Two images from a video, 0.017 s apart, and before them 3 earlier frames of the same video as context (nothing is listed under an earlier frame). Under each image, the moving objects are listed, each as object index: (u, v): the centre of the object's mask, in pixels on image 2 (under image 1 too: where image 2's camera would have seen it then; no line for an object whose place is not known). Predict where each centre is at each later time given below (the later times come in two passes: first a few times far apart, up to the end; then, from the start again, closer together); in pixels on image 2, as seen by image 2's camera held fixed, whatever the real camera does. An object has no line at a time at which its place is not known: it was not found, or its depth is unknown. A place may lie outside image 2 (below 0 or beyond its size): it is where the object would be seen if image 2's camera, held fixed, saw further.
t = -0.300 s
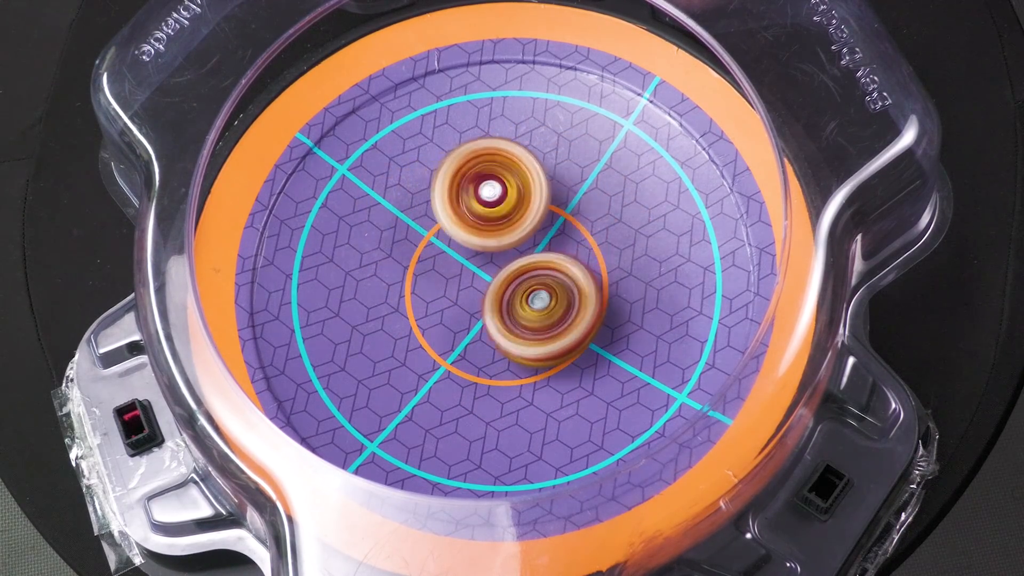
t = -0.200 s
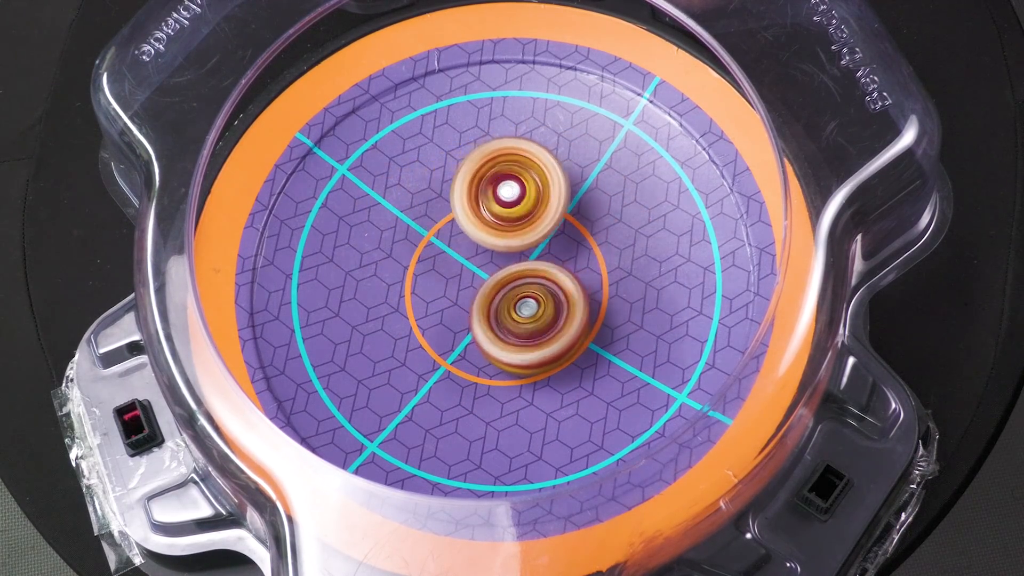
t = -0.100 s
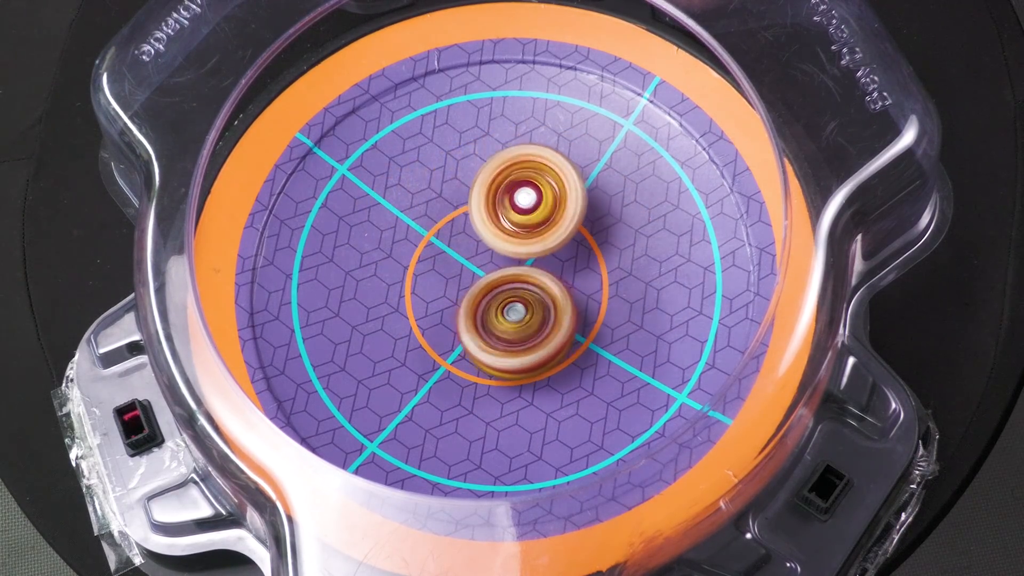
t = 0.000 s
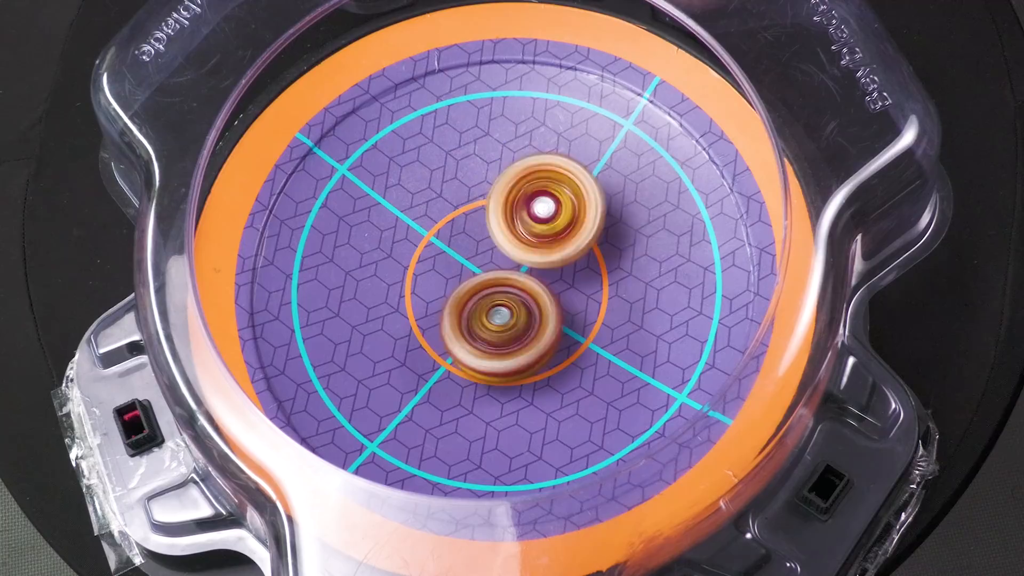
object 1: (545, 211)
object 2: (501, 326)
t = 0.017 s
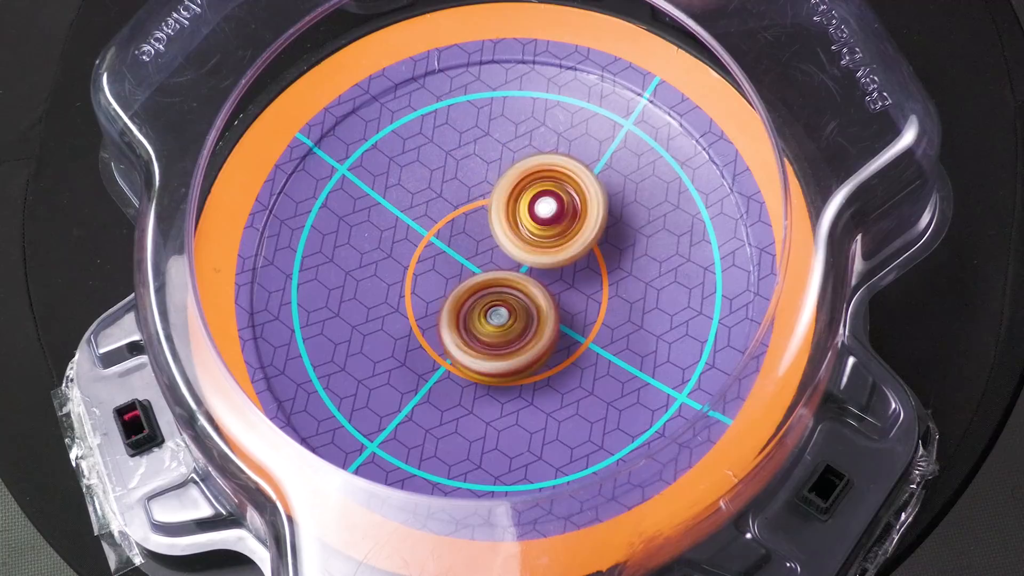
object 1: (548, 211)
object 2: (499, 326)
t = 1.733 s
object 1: (444, 281)
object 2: (574, 250)
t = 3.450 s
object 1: (494, 319)
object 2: (508, 199)
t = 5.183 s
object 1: (560, 254)
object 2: (433, 243)
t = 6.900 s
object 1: (520, 238)
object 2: (448, 332)
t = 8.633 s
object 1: (450, 237)
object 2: (493, 371)
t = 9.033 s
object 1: (486, 205)
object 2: (403, 276)
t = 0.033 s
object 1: (551, 210)
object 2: (496, 326)
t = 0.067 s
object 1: (556, 211)
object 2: (490, 326)
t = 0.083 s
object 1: (559, 211)
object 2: (488, 326)
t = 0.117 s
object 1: (563, 213)
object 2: (483, 324)
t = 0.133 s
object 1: (565, 214)
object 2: (481, 323)
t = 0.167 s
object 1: (568, 216)
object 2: (477, 321)
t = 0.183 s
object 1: (569, 218)
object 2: (474, 320)
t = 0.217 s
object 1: (571, 222)
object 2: (471, 318)
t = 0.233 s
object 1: (572, 224)
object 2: (469, 317)
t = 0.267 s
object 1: (572, 228)
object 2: (465, 314)
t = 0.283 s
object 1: (573, 231)
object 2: (464, 312)
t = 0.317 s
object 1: (572, 236)
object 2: (460, 309)
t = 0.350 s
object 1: (570, 241)
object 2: (457, 305)
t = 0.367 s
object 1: (569, 244)
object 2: (456, 302)
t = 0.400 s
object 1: (566, 250)
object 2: (453, 298)
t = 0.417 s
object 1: (564, 253)
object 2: (452, 296)
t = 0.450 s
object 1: (565, 259)
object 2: (448, 292)
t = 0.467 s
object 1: (566, 260)
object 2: (447, 290)
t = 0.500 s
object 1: (566, 264)
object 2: (446, 285)
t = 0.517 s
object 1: (566, 267)
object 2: (445, 282)
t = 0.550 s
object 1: (565, 270)
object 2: (445, 277)
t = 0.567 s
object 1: (565, 272)
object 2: (444, 274)
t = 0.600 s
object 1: (564, 276)
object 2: (445, 270)
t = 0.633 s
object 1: (562, 279)
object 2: (445, 264)
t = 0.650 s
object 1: (561, 281)
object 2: (445, 262)
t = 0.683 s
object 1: (558, 284)
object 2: (446, 257)
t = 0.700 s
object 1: (557, 287)
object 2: (447, 255)
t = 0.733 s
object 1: (557, 292)
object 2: (448, 250)
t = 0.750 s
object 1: (558, 294)
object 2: (449, 247)
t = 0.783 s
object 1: (559, 298)
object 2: (452, 243)
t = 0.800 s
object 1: (559, 300)
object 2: (453, 241)
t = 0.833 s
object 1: (559, 303)
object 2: (456, 237)
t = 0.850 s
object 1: (558, 304)
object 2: (458, 235)
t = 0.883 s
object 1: (556, 307)
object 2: (462, 232)
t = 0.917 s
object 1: (553, 309)
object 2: (466, 229)
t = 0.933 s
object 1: (552, 310)
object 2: (468, 227)
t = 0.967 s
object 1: (549, 311)
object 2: (473, 224)
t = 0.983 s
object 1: (546, 312)
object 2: (475, 223)
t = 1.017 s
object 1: (542, 311)
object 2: (481, 220)
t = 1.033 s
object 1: (540, 311)
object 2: (484, 219)
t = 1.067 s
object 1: (535, 311)
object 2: (489, 215)
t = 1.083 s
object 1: (532, 312)
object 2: (492, 214)
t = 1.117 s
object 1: (525, 313)
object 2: (499, 212)
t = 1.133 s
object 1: (521, 315)
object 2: (502, 211)
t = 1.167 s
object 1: (516, 320)
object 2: (509, 210)
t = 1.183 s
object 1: (514, 322)
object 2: (513, 210)
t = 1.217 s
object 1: (510, 326)
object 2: (520, 210)
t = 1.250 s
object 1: (504, 329)
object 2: (526, 210)
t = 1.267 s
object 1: (502, 330)
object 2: (529, 210)
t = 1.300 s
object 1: (498, 331)
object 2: (534, 211)
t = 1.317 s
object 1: (495, 332)
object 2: (537, 211)
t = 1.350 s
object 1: (490, 331)
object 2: (542, 213)
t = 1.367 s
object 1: (488, 331)
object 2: (545, 213)
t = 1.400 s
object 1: (484, 329)
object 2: (549, 215)
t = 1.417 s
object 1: (482, 328)
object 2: (551, 216)
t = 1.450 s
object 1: (479, 324)
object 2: (555, 218)
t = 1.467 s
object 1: (477, 322)
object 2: (557, 220)
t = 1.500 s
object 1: (474, 318)
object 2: (560, 223)
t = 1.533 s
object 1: (472, 313)
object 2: (563, 226)
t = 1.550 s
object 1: (471, 310)
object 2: (564, 228)
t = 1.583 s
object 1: (469, 303)
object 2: (567, 231)
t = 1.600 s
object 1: (469, 299)
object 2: (568, 234)
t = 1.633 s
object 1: (459, 295)
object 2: (571, 237)
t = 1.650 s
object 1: (455, 293)
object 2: (573, 239)
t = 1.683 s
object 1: (450, 289)
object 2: (574, 244)
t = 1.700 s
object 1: (448, 286)
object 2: (574, 246)
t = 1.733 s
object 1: (444, 281)
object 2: (574, 250)
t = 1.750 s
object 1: (443, 278)
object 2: (573, 253)
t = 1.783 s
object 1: (441, 272)
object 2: (572, 258)
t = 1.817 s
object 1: (441, 266)
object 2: (569, 263)
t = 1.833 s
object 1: (441, 264)
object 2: (568, 265)
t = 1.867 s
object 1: (441, 258)
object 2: (565, 270)
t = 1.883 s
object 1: (442, 255)
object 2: (563, 273)
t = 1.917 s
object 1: (442, 248)
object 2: (560, 278)
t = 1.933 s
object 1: (442, 244)
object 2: (559, 281)
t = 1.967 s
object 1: (444, 238)
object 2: (555, 287)
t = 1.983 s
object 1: (444, 235)
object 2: (552, 290)
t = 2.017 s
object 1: (445, 228)
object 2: (548, 296)
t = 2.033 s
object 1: (446, 225)
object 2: (546, 299)
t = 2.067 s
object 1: (448, 221)
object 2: (541, 304)
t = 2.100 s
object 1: (451, 216)
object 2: (536, 309)
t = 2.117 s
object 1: (454, 213)
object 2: (533, 311)
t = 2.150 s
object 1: (458, 210)
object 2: (527, 316)
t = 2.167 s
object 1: (461, 209)
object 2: (524, 318)
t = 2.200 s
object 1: (467, 207)
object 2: (519, 322)
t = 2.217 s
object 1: (470, 206)
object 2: (516, 323)
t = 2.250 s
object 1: (477, 206)
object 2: (510, 326)
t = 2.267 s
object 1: (481, 205)
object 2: (507, 327)
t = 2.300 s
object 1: (488, 206)
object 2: (501, 329)
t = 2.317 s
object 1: (493, 206)
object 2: (500, 330)
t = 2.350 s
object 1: (499, 207)
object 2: (495, 331)
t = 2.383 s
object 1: (507, 210)
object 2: (490, 332)
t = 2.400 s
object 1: (511, 211)
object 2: (487, 332)
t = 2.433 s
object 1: (517, 214)
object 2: (482, 331)
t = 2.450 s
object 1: (520, 217)
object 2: (481, 331)
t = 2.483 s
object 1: (527, 221)
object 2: (477, 330)
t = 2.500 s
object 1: (532, 221)
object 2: (473, 330)
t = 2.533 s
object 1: (540, 225)
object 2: (468, 329)
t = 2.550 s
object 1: (543, 227)
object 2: (467, 328)
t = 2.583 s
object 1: (548, 231)
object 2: (463, 326)
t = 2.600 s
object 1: (550, 233)
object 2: (461, 324)
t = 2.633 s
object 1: (555, 238)
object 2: (457, 321)
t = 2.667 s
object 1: (558, 243)
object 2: (454, 318)
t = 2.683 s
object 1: (560, 247)
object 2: (454, 316)
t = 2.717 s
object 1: (562, 253)
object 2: (451, 312)
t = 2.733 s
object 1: (562, 256)
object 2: (449, 309)
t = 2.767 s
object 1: (563, 263)
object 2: (447, 305)
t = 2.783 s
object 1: (564, 266)
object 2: (447, 303)
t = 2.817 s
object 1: (566, 273)
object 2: (445, 297)
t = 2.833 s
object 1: (566, 276)
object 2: (444, 294)
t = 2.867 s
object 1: (566, 280)
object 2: (443, 288)
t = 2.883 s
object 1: (567, 283)
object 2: (443, 285)
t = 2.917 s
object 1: (566, 288)
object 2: (443, 279)
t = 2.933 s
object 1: (565, 291)
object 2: (443, 275)
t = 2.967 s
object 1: (562, 295)
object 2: (444, 269)
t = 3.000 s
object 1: (558, 299)
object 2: (445, 263)
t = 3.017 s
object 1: (556, 301)
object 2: (447, 260)
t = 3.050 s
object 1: (551, 303)
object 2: (449, 254)
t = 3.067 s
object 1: (548, 305)
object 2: (449, 251)
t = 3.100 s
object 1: (544, 310)
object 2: (450, 245)
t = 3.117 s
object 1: (543, 311)
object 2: (452, 242)
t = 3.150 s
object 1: (539, 313)
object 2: (455, 237)
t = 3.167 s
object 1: (537, 314)
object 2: (457, 235)
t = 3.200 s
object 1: (532, 316)
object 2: (461, 230)
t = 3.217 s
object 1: (530, 316)
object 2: (464, 227)
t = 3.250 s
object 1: (524, 315)
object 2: (468, 222)
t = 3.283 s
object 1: (518, 314)
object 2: (473, 218)
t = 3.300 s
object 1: (515, 314)
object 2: (476, 216)
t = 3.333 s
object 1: (510, 317)
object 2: (482, 211)
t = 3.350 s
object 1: (507, 318)
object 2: (487, 209)
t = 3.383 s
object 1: (502, 319)
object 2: (494, 205)
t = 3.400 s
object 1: (501, 319)
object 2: (497, 204)
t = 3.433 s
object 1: (496, 319)
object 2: (505, 201)
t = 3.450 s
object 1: (494, 319)
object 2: (508, 199)
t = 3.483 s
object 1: (491, 317)
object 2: (514, 197)
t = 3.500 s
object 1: (489, 316)
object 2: (518, 197)
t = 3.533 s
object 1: (486, 313)
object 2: (524, 195)
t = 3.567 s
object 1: (483, 309)
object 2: (529, 195)
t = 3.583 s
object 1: (481, 307)
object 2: (531, 194)
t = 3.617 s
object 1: (480, 302)
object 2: (536, 194)
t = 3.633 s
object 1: (479, 300)
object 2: (539, 195)
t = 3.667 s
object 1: (478, 294)
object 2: (543, 195)
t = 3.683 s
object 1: (477, 291)
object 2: (544, 196)
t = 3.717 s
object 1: (477, 285)
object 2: (548, 197)
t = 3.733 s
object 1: (475, 282)
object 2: (550, 198)
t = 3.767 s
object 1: (470, 279)
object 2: (554, 200)
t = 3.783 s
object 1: (466, 278)
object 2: (555, 202)
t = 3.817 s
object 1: (461, 277)
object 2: (558, 206)
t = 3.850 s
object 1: (459, 275)
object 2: (560, 210)
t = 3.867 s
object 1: (457, 274)
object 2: (561, 213)
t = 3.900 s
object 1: (454, 273)
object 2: (562, 218)
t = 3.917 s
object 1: (453, 271)
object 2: (563, 221)
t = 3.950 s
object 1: (452, 269)
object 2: (564, 228)
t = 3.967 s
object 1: (452, 267)
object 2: (564, 232)
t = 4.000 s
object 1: (449, 264)
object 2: (564, 240)
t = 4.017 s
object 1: (448, 261)
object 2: (565, 244)
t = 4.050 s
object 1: (444, 255)
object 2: (565, 254)
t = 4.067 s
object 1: (443, 254)
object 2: (565, 259)
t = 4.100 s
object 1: (440, 252)
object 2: (563, 270)
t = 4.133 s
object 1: (436, 249)
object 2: (560, 280)
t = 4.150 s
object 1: (435, 248)
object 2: (558, 285)
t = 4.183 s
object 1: (433, 245)
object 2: (555, 295)
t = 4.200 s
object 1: (433, 244)
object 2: (554, 299)
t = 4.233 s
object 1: (433, 241)
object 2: (550, 307)
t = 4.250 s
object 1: (434, 240)
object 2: (548, 311)
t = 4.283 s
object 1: (435, 237)
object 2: (545, 318)
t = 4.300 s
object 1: (436, 237)
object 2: (543, 321)
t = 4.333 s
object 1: (440, 235)
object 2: (538, 327)
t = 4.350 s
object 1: (442, 235)
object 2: (536, 330)
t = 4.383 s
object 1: (446, 235)
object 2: (533, 333)
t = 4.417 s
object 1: (452, 235)
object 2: (528, 337)
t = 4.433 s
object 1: (455, 235)
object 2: (525, 338)
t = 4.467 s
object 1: (461, 237)
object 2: (521, 341)
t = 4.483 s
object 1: (464, 237)
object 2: (520, 341)
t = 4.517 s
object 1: (472, 235)
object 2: (516, 343)
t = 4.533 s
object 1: (476, 232)
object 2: (514, 344)
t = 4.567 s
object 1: (483, 229)
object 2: (509, 345)
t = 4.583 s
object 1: (487, 228)
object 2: (506, 345)
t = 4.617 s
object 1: (494, 223)
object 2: (501, 345)
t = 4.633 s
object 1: (498, 221)
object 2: (499, 345)
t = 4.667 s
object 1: (502, 219)
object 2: (494, 343)
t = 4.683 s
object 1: (505, 218)
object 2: (491, 342)
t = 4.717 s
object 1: (510, 216)
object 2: (487, 339)
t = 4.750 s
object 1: (516, 214)
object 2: (481, 335)
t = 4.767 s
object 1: (519, 214)
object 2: (478, 333)
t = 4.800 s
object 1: (526, 215)
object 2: (472, 329)
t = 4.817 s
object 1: (528, 216)
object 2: (470, 325)
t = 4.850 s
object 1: (533, 218)
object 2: (465, 319)
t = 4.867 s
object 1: (536, 219)
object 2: (463, 317)
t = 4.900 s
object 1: (549, 218)
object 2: (456, 310)
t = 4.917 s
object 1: (553, 218)
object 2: (453, 307)
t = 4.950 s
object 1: (557, 223)
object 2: (449, 300)
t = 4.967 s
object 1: (559, 224)
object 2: (447, 295)
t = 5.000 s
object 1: (561, 227)
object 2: (443, 286)
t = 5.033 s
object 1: (565, 230)
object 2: (440, 278)
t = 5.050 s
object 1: (565, 232)
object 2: (439, 273)
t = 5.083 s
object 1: (567, 238)
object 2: (436, 265)
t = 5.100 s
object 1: (566, 241)
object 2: (436, 261)
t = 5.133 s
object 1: (565, 247)
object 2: (435, 253)
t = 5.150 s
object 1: (563, 249)
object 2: (434, 249)
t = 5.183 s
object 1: (560, 254)
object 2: (433, 243)
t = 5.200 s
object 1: (558, 256)
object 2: (434, 239)
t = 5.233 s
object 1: (554, 260)
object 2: (435, 233)
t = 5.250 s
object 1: (551, 262)
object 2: (436, 230)
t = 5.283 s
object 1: (546, 265)
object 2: (438, 224)
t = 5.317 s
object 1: (547, 274)
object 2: (437, 218)
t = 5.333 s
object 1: (546, 277)
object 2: (438, 216)
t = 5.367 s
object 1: (539, 282)
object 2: (440, 211)
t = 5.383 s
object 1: (535, 284)
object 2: (441, 209)
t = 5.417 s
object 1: (528, 284)
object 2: (444, 206)
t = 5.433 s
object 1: (525, 284)
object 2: (447, 204)
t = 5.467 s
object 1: (522, 288)
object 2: (450, 201)
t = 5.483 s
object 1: (519, 289)
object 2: (452, 200)
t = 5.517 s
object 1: (513, 291)
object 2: (456, 198)
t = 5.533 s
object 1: (510, 293)
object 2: (458, 198)
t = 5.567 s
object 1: (502, 299)
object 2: (466, 195)
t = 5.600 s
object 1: (497, 306)
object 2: (474, 192)
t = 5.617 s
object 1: (494, 308)
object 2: (478, 192)
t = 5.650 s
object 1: (490, 310)
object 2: (487, 192)
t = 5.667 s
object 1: (487, 310)
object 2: (491, 191)
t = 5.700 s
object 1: (485, 311)
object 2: (501, 192)
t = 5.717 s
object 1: (483, 311)
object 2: (506, 192)
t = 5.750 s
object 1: (479, 311)
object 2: (515, 193)
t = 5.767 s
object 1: (477, 311)
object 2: (521, 194)
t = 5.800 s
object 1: (473, 308)
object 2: (530, 196)
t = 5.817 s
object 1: (472, 307)
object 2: (534, 198)
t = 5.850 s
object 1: (470, 302)
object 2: (543, 201)
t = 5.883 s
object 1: (468, 299)
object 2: (551, 204)
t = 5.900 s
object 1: (469, 297)
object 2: (554, 206)
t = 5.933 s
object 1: (469, 293)
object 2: (562, 211)
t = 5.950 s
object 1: (469, 290)
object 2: (565, 213)
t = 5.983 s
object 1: (471, 285)
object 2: (570, 218)
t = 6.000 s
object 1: (472, 283)
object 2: (573, 221)
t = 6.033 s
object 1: (472, 278)
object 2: (579, 227)
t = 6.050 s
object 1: (471, 275)
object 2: (582, 230)
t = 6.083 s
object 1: (473, 270)
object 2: (586, 236)
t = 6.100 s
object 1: (474, 268)
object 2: (588, 241)
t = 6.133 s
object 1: (471, 260)
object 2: (591, 247)
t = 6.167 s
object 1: (468, 255)
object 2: (592, 255)
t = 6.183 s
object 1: (468, 252)
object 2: (592, 260)
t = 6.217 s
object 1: (468, 251)
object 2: (591, 267)
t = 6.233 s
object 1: (468, 250)
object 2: (590, 271)
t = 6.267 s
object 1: (466, 249)
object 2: (587, 280)
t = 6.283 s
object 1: (465, 247)
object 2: (586, 284)
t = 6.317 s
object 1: (464, 243)
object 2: (582, 292)
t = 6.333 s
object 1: (466, 241)
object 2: (580, 296)
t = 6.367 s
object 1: (470, 238)
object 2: (574, 303)
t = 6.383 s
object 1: (471, 237)
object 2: (571, 308)
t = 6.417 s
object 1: (474, 234)
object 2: (566, 315)
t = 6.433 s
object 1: (475, 231)
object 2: (562, 319)
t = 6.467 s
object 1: (478, 228)
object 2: (555, 326)
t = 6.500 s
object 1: (483, 227)
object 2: (547, 331)
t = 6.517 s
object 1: (485, 228)
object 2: (542, 334)
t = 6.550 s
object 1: (487, 228)
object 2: (535, 337)
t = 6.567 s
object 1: (489, 228)
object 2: (529, 339)
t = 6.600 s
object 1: (492, 224)
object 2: (520, 344)
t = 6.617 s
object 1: (495, 222)
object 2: (516, 346)
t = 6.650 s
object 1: (500, 219)
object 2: (507, 348)
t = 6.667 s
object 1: (504, 221)
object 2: (502, 349)
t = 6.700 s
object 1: (507, 223)
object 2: (494, 349)
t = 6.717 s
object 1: (508, 223)
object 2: (490, 349)
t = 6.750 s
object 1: (509, 226)
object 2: (481, 348)
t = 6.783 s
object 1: (511, 227)
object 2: (472, 346)
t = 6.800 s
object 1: (512, 228)
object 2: (469, 344)
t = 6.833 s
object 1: (515, 231)
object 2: (461, 341)
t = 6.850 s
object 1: (515, 233)
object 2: (459, 339)
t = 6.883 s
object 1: (518, 236)
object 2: (450, 334)
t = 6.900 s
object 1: (520, 238)
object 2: (448, 332)
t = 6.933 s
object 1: (523, 244)
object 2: (441, 326)
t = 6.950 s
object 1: (525, 247)
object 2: (438, 323)
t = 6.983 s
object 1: (532, 254)
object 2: (433, 314)
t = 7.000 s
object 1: (537, 257)
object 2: (430, 310)
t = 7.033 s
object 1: (550, 265)
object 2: (426, 299)
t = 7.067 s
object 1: (560, 271)
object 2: (423, 287)
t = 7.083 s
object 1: (564, 272)
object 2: (422, 282)
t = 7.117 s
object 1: (570, 276)
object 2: (420, 269)
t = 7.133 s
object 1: (571, 277)
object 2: (419, 263)
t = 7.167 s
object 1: (573, 279)
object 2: (419, 252)
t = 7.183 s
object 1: (575, 280)
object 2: (418, 246)
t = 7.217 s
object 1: (577, 282)
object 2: (420, 237)
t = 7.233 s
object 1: (576, 284)
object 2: (420, 231)
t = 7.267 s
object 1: (576, 289)
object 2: (423, 224)
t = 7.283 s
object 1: (575, 292)
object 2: (425, 218)
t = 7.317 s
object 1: (572, 298)
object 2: (428, 212)
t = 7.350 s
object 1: (565, 303)
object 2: (434, 204)
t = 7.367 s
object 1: (562, 304)
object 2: (436, 201)
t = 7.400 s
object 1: (555, 305)
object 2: (443, 197)
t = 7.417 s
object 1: (551, 304)
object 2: (446, 194)
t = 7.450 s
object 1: (544, 303)
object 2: (454, 191)
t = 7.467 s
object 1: (540, 303)
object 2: (457, 189)
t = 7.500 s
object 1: (533, 299)
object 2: (467, 187)
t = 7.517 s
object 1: (529, 296)
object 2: (472, 185)
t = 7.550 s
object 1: (524, 291)
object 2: (482, 184)
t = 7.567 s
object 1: (523, 287)
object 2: (488, 182)
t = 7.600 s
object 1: (519, 291)
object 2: (499, 178)
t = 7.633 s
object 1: (516, 293)
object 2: (511, 174)
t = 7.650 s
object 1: (514, 294)
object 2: (515, 173)
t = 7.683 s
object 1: (511, 291)
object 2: (526, 172)
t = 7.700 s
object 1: (510, 289)
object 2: (530, 172)
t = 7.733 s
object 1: (511, 285)
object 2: (541, 173)
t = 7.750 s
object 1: (513, 282)
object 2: (544, 173)
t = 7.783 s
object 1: (517, 279)
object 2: (553, 175)
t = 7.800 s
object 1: (519, 279)
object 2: (557, 175)
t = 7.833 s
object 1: (522, 280)
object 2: (565, 179)
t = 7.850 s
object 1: (523, 278)
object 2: (569, 180)
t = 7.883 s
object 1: (525, 275)
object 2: (576, 184)
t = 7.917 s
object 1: (523, 277)
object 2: (583, 190)
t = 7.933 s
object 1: (522, 277)
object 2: (585, 193)
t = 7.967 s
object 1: (517, 279)
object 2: (591, 201)
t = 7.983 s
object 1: (513, 279)
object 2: (593, 205)
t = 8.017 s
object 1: (509, 279)
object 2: (597, 214)
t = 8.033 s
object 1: (508, 279)
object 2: (599, 219)
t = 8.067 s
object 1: (497, 281)
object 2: (601, 231)
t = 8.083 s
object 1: (489, 282)
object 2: (602, 238)
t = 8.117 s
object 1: (476, 279)
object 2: (604, 251)
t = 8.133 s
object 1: (469, 274)
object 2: (603, 258)
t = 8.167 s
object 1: (457, 272)
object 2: (604, 270)
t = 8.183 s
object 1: (453, 270)
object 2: (603, 277)
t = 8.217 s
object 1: (445, 268)
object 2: (601, 289)
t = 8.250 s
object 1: (439, 264)
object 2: (597, 301)
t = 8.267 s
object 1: (436, 263)
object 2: (595, 307)
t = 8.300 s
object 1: (431, 259)
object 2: (589, 319)
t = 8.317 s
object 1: (429, 259)
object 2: (587, 324)
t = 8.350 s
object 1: (427, 254)
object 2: (579, 335)
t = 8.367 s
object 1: (427, 252)
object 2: (576, 339)
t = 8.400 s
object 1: (426, 251)
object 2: (567, 348)
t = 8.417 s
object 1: (426, 249)
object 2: (563, 351)
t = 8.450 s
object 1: (428, 247)
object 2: (553, 358)
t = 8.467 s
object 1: (429, 246)
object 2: (549, 360)
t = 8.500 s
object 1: (431, 244)
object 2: (538, 365)
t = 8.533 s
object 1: (436, 243)
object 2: (527, 369)
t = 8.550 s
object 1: (437, 243)
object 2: (521, 370)
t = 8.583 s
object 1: (442, 241)
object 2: (510, 371)
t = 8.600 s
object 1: (445, 240)
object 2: (503, 371)
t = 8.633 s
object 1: (450, 237)
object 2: (493, 371)
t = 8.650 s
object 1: (452, 236)
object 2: (487, 370)
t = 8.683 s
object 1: (457, 232)
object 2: (478, 366)
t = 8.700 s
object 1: (460, 230)
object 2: (471, 365)
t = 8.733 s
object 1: (464, 225)
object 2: (462, 359)
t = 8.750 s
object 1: (466, 222)
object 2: (456, 357)
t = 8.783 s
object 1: (468, 215)
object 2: (448, 349)
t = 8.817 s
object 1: (468, 210)
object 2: (439, 342)
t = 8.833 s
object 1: (467, 208)
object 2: (436, 337)
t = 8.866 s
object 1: (453, 212)
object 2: (429, 327)
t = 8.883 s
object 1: (453, 212)
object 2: (426, 322)
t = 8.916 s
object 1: (454, 212)
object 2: (421, 312)
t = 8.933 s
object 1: (455, 212)
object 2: (418, 306)
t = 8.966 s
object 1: (460, 205)
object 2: (413, 295)
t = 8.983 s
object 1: (473, 217)
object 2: (409, 291)
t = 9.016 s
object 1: (481, 208)
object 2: (404, 282)
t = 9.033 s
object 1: (486, 205)
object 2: (403, 276)
